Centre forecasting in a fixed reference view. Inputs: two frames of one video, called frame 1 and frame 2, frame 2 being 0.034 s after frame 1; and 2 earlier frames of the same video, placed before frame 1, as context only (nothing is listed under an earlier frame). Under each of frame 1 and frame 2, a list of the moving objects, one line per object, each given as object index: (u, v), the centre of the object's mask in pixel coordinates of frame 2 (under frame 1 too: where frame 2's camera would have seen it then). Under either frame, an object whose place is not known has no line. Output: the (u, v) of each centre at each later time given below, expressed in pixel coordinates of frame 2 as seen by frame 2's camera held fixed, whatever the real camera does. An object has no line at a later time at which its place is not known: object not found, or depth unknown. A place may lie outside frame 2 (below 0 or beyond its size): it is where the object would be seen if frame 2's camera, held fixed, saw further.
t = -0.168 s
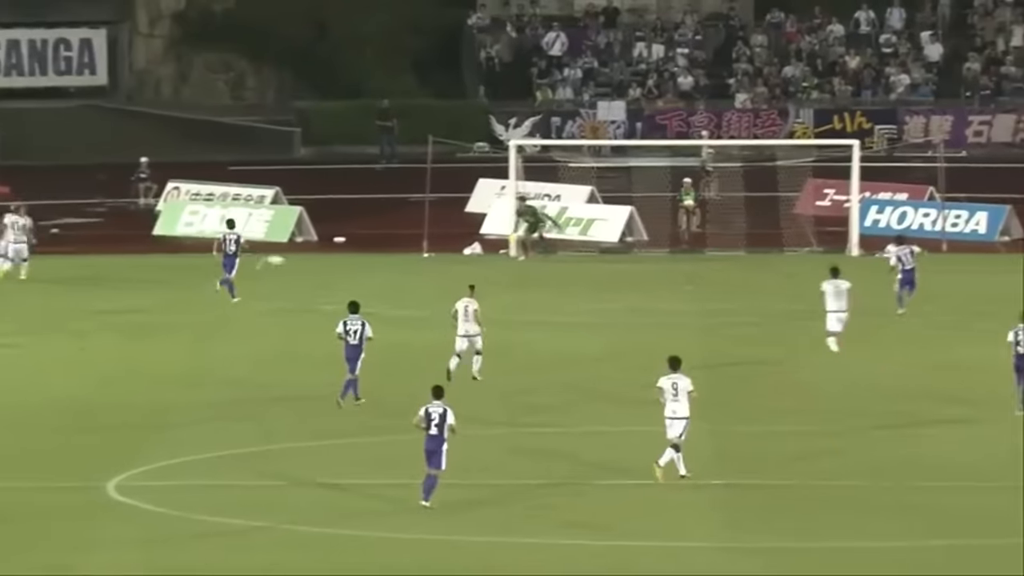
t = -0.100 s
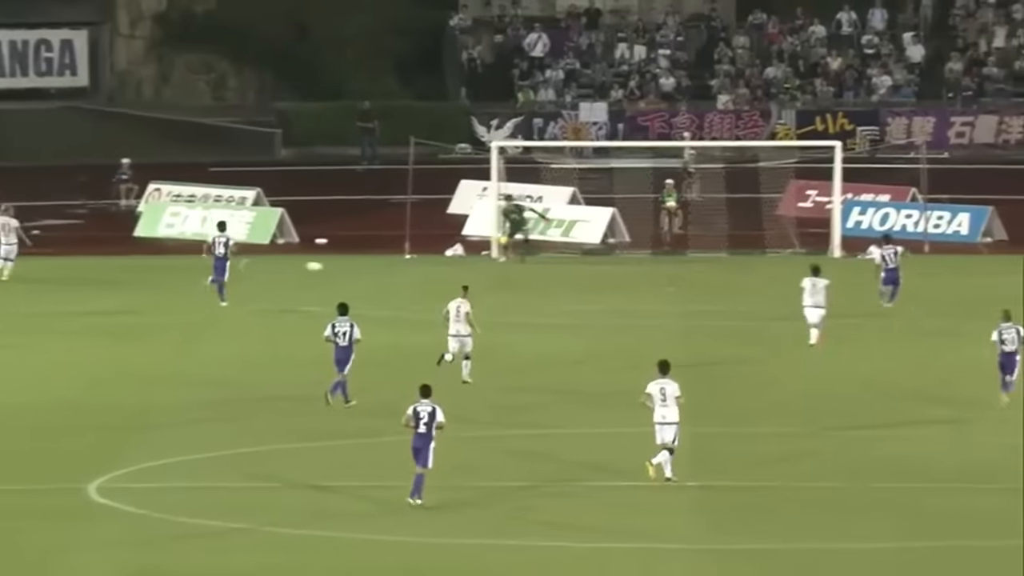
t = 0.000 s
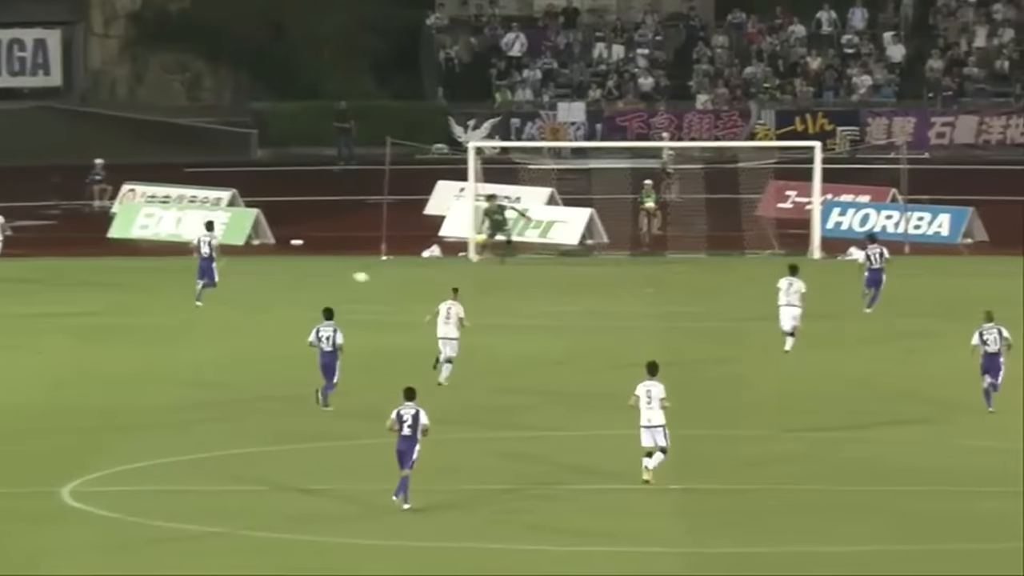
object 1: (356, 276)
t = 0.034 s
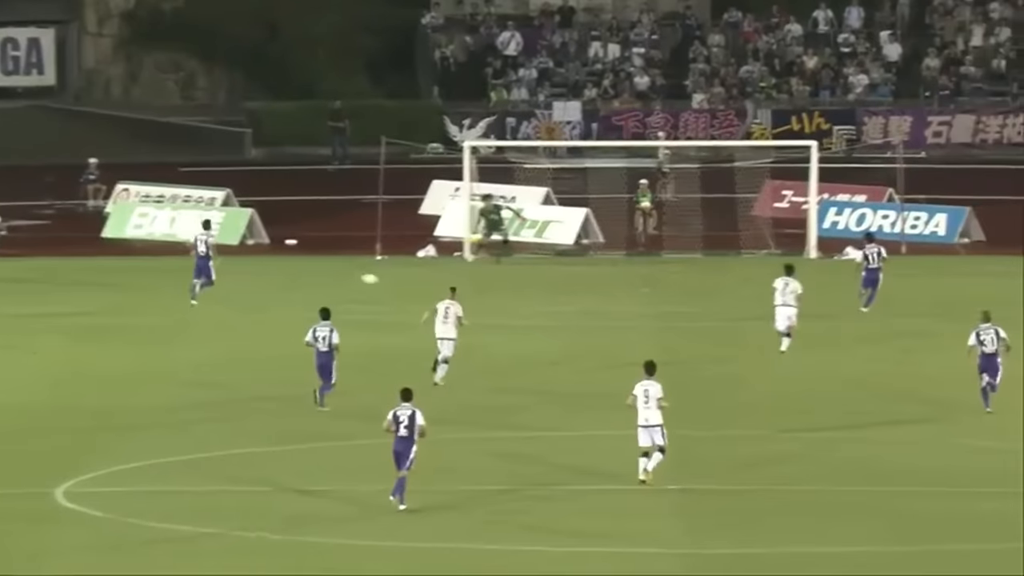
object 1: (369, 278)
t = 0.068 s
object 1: (394, 279)
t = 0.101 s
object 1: (406, 278)
